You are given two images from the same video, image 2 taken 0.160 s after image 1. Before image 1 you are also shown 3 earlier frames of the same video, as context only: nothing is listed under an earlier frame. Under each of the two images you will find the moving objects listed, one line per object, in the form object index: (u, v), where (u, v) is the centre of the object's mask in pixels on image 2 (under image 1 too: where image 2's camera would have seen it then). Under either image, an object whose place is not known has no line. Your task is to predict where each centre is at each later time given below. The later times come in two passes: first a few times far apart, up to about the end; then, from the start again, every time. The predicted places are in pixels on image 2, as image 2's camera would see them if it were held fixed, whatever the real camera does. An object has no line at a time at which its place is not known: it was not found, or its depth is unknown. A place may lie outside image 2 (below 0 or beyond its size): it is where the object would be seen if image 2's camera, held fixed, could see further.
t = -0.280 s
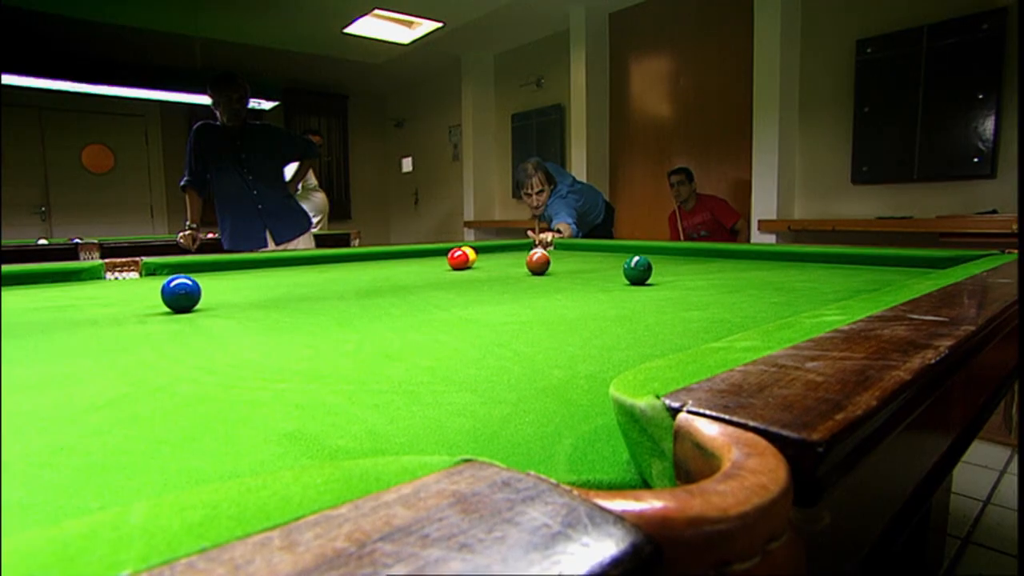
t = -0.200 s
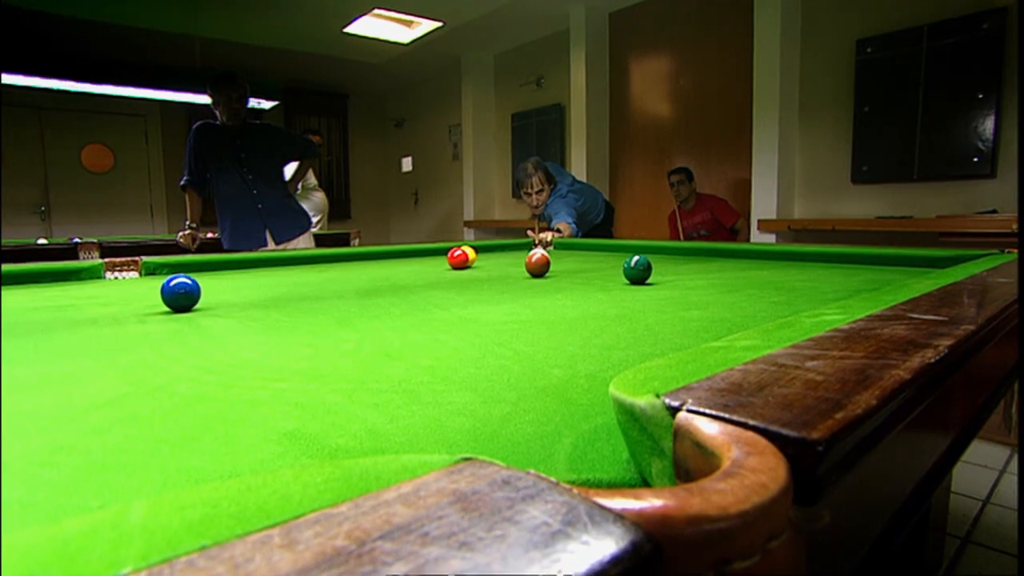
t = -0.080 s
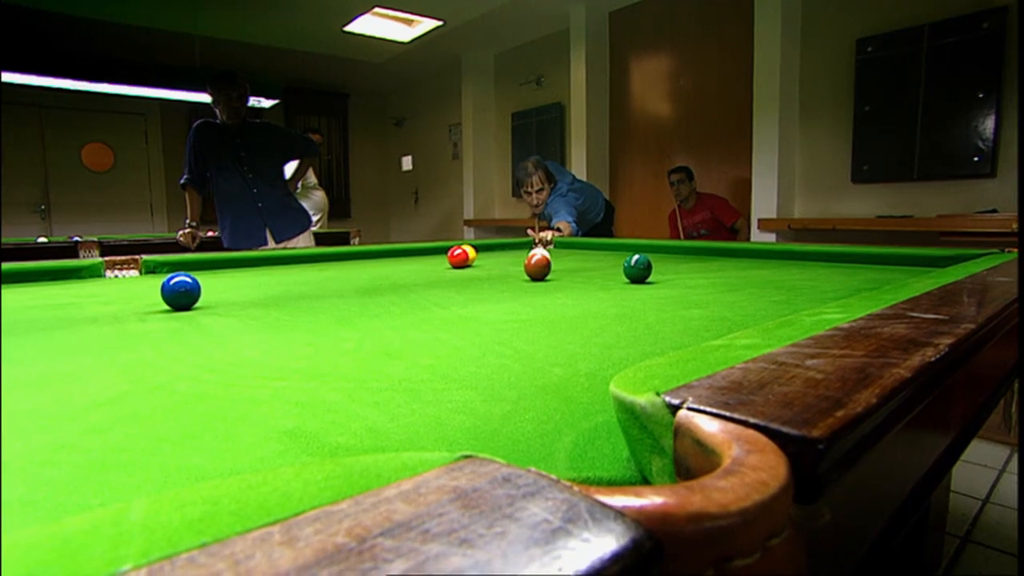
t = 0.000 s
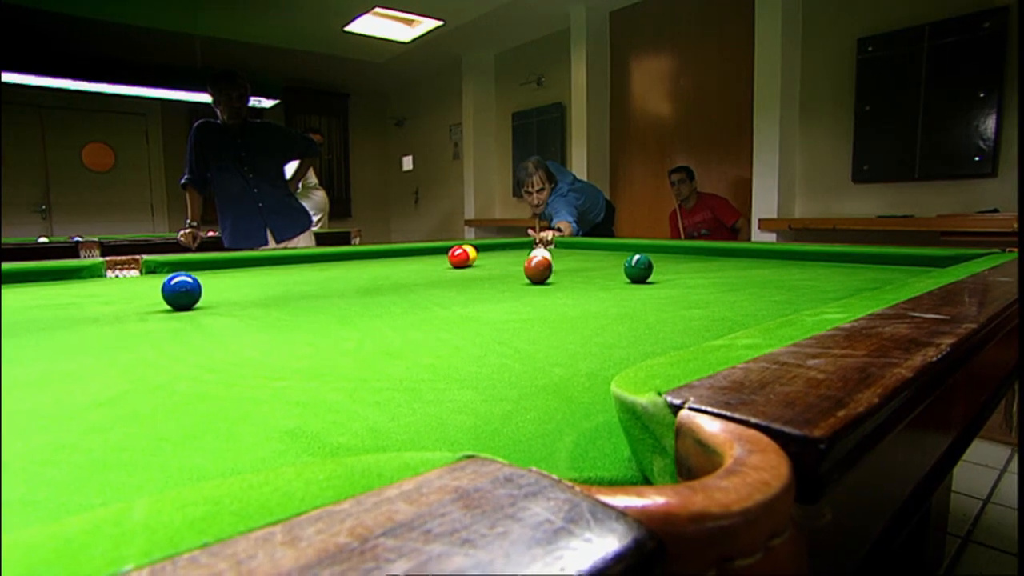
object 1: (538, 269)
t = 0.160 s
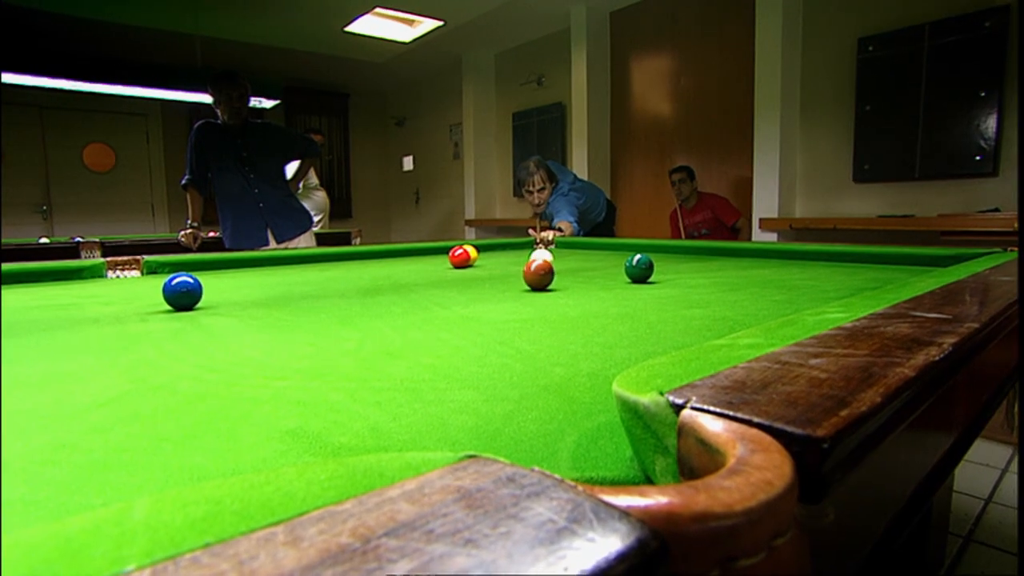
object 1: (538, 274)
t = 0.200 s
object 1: (538, 276)
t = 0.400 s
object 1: (537, 284)
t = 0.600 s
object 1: (536, 294)
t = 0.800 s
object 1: (534, 308)
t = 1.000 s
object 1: (531, 326)
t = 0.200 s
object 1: (538, 276)
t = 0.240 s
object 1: (538, 277)
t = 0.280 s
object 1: (538, 278)
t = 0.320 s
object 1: (537, 280)
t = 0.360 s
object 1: (537, 282)
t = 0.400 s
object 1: (537, 284)
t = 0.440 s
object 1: (537, 286)
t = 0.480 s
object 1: (536, 287)
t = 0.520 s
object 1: (536, 289)
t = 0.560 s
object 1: (536, 291)
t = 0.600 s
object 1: (536, 294)
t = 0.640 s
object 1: (536, 296)
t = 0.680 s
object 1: (535, 299)
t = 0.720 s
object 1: (535, 302)
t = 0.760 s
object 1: (534, 305)
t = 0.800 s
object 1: (534, 308)
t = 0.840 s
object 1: (533, 311)
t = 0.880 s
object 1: (533, 315)
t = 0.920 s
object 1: (532, 318)
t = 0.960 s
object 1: (531, 322)
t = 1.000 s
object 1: (531, 326)
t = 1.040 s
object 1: (530, 331)
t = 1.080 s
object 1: (529, 336)
